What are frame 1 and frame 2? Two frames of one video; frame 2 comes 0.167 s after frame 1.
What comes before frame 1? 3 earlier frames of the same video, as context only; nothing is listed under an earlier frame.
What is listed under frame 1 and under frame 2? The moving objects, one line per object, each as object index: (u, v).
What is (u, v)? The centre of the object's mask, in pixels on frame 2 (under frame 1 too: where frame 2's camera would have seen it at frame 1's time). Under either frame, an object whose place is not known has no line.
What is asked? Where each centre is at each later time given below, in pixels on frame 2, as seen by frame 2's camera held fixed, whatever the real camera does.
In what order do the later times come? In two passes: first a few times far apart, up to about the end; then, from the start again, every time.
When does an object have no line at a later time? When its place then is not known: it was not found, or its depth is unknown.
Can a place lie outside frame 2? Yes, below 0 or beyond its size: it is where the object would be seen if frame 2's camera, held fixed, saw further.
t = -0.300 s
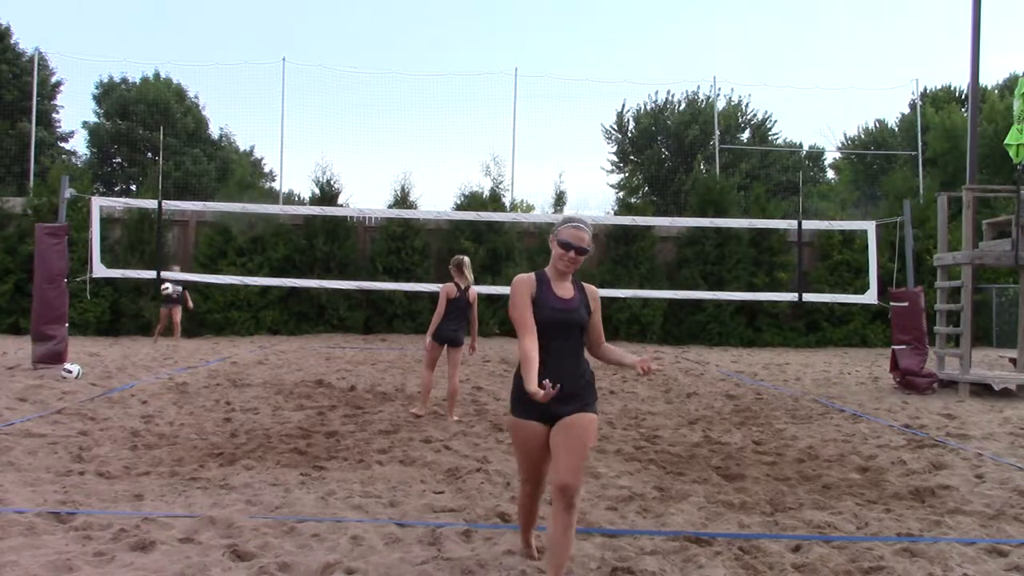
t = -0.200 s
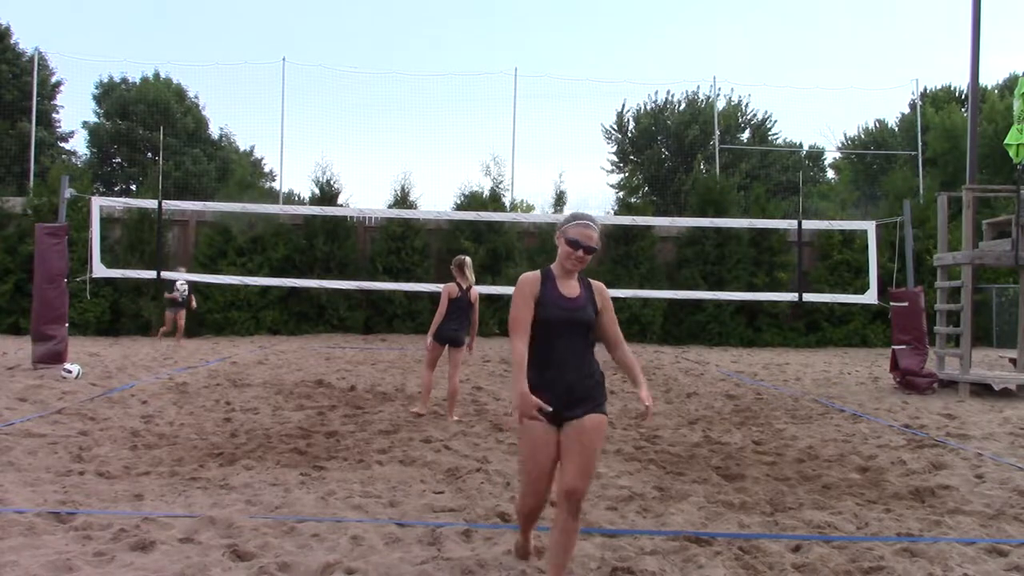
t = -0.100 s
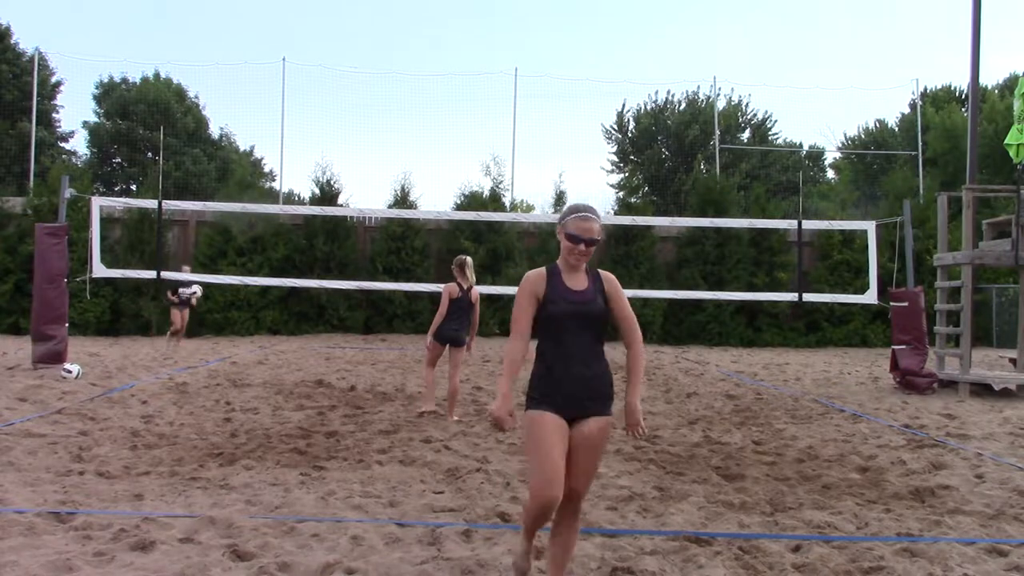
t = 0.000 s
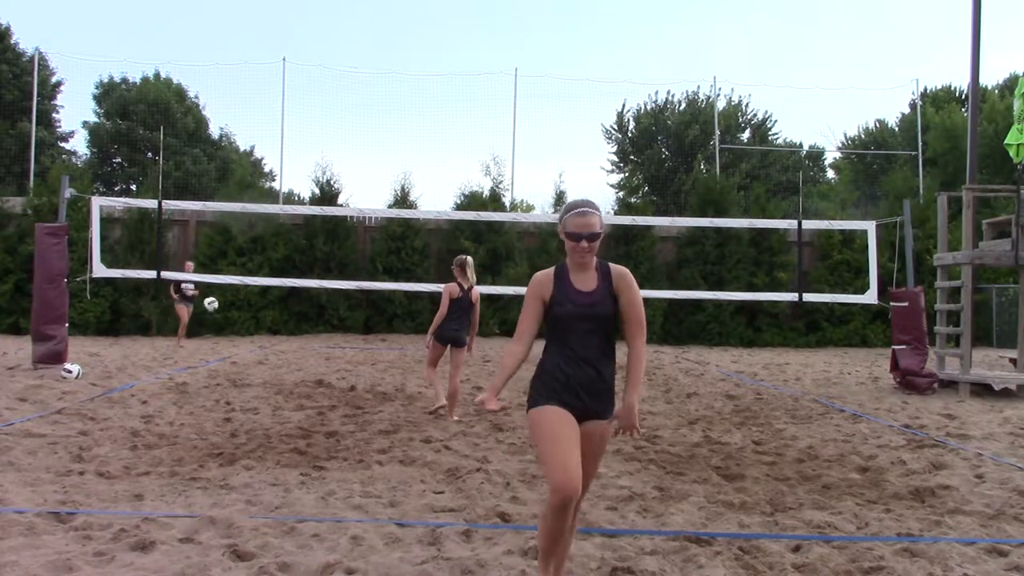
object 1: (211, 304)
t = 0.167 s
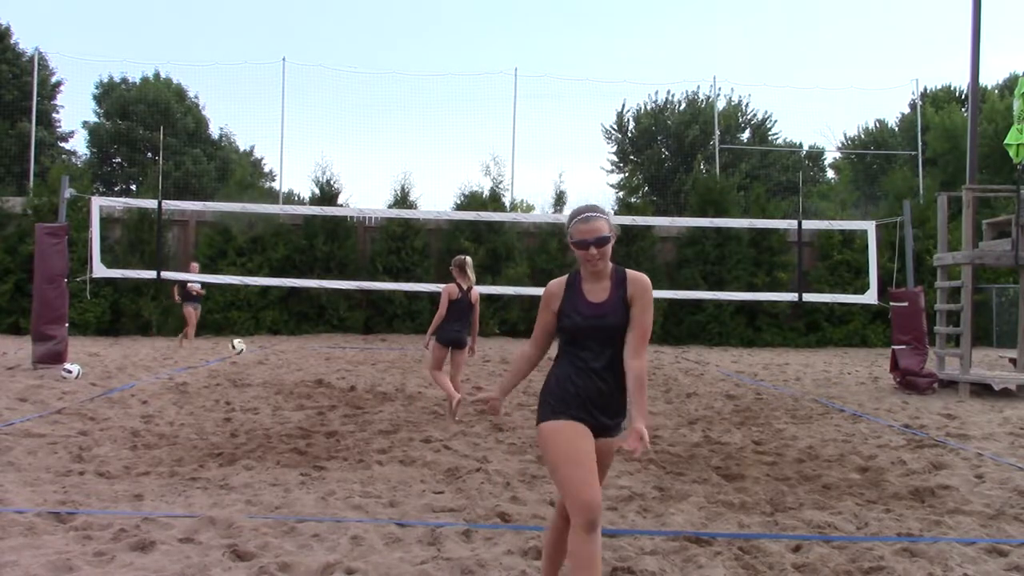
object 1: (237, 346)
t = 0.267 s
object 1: (250, 368)
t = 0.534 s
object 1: (260, 381)
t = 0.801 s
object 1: (263, 402)
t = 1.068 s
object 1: (278, 415)
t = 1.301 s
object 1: (300, 436)
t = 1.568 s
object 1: (335, 459)
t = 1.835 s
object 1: (378, 476)
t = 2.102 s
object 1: (417, 487)
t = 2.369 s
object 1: (441, 498)
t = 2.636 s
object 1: (458, 507)
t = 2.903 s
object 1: (484, 513)
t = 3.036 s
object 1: (499, 516)
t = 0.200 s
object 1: (244, 358)
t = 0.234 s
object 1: (248, 371)
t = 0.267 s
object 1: (250, 368)
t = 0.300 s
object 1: (250, 367)
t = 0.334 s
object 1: (252, 365)
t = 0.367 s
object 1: (254, 365)
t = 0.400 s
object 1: (254, 367)
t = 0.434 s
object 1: (256, 369)
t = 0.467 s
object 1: (258, 372)
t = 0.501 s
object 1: (259, 376)
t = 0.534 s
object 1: (260, 381)
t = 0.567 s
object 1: (262, 389)
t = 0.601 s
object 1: (263, 396)
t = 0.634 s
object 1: (263, 394)
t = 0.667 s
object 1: (263, 394)
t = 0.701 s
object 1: (264, 395)
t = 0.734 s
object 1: (264, 395)
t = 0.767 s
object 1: (263, 397)
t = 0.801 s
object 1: (263, 402)
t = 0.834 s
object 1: (264, 408)
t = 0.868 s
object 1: (264, 410)
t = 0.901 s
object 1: (266, 409)
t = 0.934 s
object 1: (268, 408)
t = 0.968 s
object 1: (272, 407)
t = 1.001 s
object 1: (273, 409)
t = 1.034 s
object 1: (276, 410)
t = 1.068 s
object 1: (278, 415)
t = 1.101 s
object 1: (281, 422)
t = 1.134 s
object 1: (283, 427)
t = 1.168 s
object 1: (285, 431)
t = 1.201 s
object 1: (289, 431)
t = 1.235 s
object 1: (293, 433)
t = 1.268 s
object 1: (296, 434)
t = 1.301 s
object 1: (300, 436)
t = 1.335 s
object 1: (304, 440)
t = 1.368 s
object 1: (308, 445)
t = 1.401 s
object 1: (313, 448)
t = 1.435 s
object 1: (317, 449)
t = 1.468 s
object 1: (321, 452)
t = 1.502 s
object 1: (326, 455)
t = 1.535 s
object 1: (330, 459)
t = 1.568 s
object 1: (335, 459)
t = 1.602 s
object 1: (341, 457)
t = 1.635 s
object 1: (346, 453)
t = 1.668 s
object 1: (351, 453)
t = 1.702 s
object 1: (356, 455)
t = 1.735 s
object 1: (361, 457)
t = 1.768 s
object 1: (367, 461)
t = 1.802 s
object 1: (373, 469)
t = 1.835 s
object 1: (378, 476)
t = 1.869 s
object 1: (384, 479)
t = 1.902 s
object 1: (389, 477)
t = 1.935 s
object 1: (394, 475)
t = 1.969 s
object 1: (399, 477)
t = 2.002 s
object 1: (404, 479)
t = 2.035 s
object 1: (409, 483)
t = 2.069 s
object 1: (414, 488)
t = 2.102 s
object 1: (417, 487)
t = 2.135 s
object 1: (421, 487)
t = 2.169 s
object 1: (424, 489)
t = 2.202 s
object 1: (428, 492)
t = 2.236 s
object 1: (431, 497)
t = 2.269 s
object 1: (434, 495)
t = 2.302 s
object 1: (437, 496)
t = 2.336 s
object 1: (439, 498)
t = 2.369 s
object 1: (441, 498)
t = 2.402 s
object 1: (443, 498)
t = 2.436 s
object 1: (445, 500)
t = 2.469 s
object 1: (447, 501)
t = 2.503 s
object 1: (449, 503)
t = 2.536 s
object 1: (451, 504)
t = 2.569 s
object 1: (452, 507)
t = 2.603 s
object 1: (455, 509)
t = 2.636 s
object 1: (458, 507)
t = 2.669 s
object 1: (462, 507)
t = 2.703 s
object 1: (464, 506)
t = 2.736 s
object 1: (467, 507)
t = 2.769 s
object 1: (470, 507)
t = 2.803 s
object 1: (473, 508)
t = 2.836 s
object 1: (477, 509)
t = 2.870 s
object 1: (481, 511)
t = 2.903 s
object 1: (484, 513)
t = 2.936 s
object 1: (489, 515)
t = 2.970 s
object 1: (493, 516)
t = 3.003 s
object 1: (496, 516)
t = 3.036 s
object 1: (499, 516)
